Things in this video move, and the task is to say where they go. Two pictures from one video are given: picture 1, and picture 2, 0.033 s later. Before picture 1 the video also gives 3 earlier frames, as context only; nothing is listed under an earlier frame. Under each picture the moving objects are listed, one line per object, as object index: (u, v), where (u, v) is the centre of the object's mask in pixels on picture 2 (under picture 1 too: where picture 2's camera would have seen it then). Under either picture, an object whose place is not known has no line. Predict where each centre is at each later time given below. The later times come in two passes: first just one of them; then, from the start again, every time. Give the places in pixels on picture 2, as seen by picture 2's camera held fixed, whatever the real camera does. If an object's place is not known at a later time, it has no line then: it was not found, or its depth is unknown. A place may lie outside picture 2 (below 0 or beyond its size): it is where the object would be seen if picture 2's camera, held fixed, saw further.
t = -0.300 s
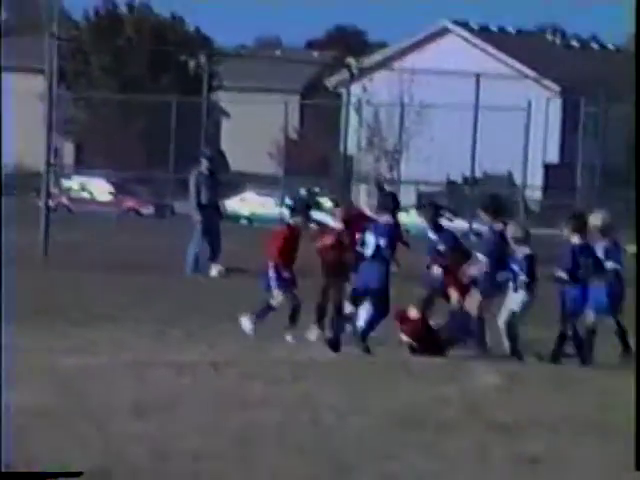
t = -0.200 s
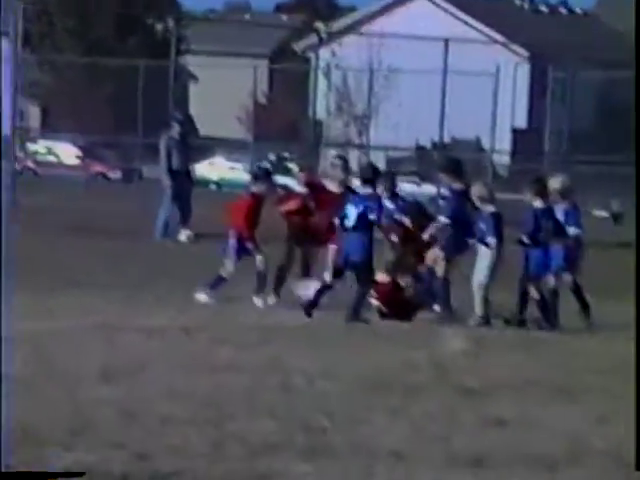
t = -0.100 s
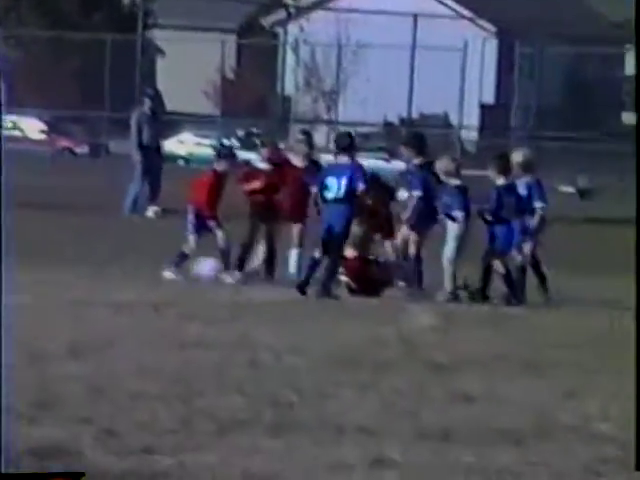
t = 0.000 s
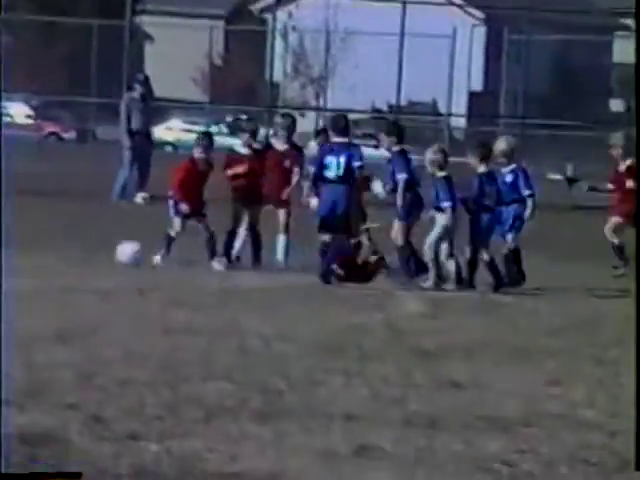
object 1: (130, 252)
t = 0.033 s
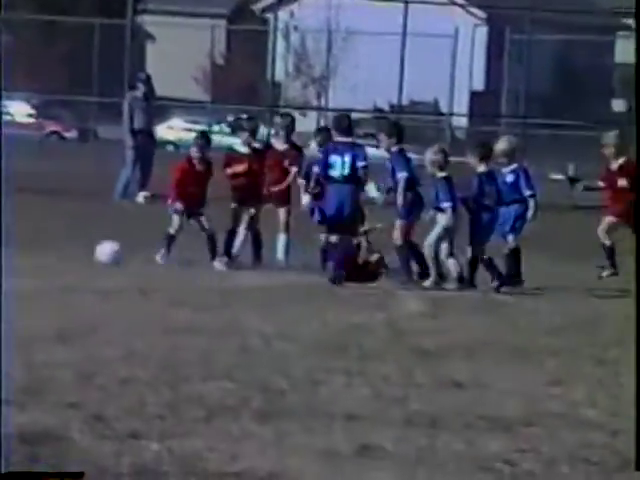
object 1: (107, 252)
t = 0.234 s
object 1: (-5, 246)
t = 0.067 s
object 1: (90, 249)
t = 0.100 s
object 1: (71, 247)
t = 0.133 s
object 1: (53, 245)
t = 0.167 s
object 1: (33, 245)
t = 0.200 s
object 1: (13, 246)
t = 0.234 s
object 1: (-5, 246)
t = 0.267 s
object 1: (-23, 245)
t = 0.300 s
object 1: (-40, 245)
